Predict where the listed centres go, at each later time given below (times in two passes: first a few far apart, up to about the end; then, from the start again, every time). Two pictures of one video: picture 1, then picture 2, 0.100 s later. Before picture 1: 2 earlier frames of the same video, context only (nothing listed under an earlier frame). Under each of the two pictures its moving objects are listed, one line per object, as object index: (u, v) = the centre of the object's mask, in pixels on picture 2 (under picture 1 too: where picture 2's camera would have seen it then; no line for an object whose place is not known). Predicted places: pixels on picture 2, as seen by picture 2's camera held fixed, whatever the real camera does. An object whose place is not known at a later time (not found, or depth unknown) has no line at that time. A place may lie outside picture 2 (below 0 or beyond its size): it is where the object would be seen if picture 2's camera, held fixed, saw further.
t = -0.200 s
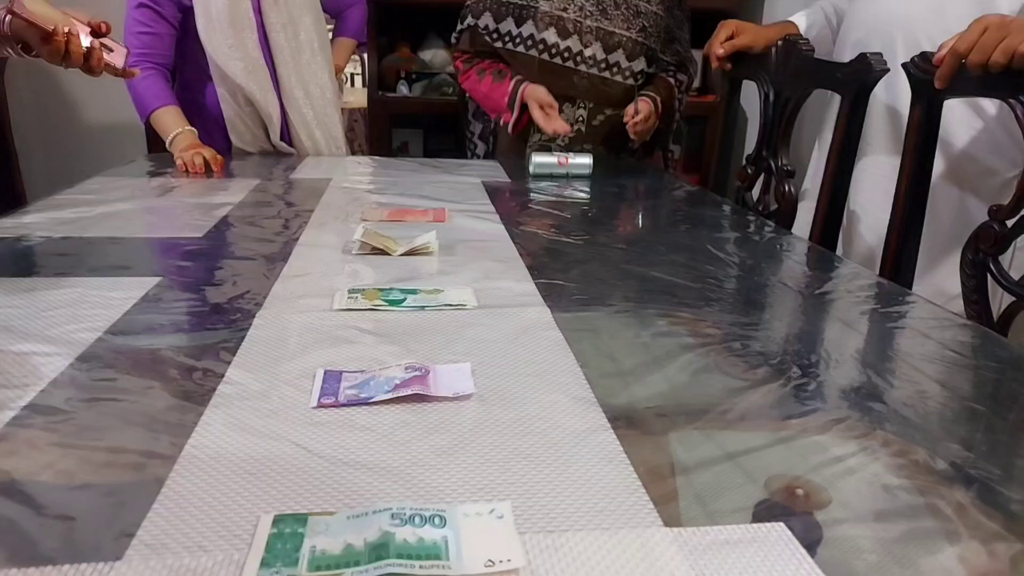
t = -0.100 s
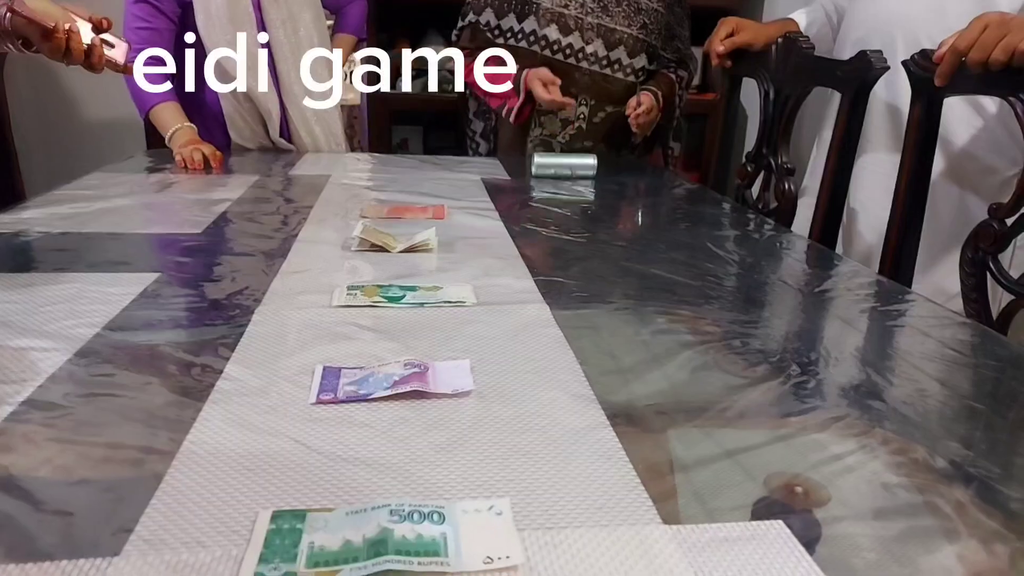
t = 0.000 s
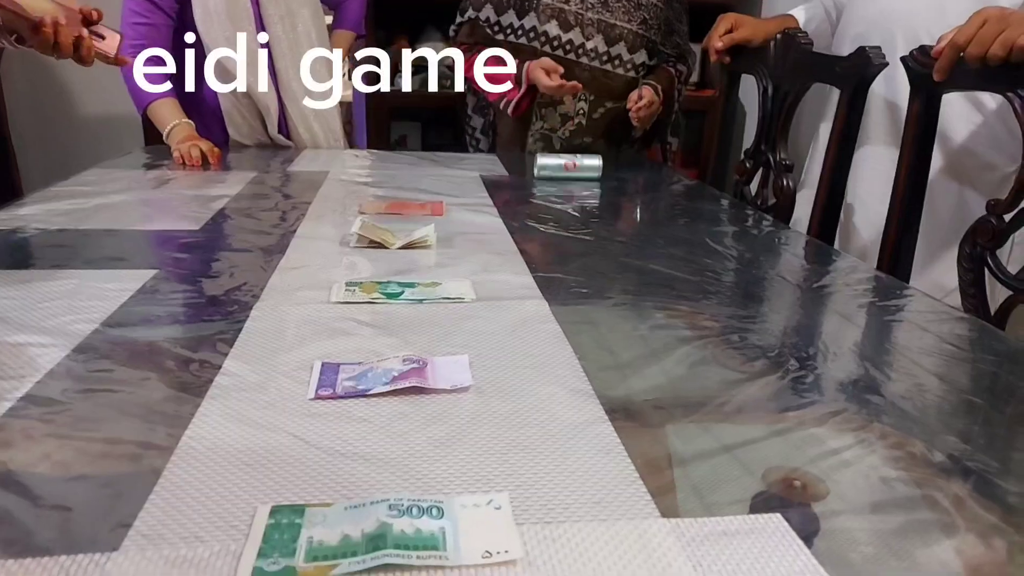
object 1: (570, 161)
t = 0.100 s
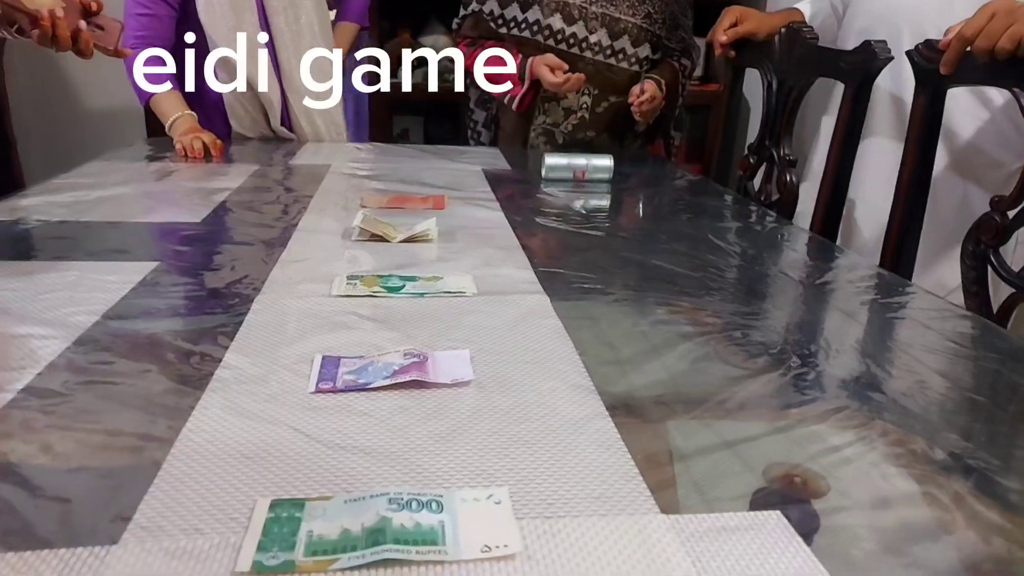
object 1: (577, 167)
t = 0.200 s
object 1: (581, 172)
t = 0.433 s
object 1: (596, 185)
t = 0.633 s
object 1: (609, 197)
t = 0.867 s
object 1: (621, 209)
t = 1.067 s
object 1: (632, 220)
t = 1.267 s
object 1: (643, 230)
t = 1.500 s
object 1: (654, 240)
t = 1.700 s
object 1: (661, 247)
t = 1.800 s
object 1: (663, 250)
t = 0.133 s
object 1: (579, 169)
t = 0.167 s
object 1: (580, 170)
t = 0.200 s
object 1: (581, 172)
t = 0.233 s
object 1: (584, 174)
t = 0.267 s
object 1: (587, 177)
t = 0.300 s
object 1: (589, 178)
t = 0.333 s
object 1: (590, 180)
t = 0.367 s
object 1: (593, 182)
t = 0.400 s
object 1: (595, 184)
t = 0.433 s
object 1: (596, 185)
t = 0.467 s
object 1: (600, 190)
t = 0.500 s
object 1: (602, 191)
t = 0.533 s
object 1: (603, 193)
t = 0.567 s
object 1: (604, 194)
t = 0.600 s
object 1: (606, 195)
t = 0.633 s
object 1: (609, 197)
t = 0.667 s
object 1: (610, 199)
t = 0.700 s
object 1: (613, 202)
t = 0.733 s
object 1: (614, 203)
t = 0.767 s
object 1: (617, 206)
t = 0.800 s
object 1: (618, 206)
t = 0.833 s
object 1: (619, 208)
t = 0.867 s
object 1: (621, 209)
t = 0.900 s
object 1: (624, 213)
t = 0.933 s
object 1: (625, 214)
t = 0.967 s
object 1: (627, 216)
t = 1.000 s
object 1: (630, 217)
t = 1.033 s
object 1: (631, 219)
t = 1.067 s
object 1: (632, 220)
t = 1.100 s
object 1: (633, 221)
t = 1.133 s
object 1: (636, 223)
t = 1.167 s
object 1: (637, 224)
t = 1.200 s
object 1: (641, 228)
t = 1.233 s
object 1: (642, 229)
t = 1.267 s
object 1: (643, 230)
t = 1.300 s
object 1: (645, 231)
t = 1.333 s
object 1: (646, 232)
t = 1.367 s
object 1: (649, 236)
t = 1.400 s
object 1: (650, 237)
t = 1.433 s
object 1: (651, 238)
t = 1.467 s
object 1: (652, 239)
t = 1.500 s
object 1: (654, 240)
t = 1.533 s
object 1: (655, 241)
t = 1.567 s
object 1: (657, 243)
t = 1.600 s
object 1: (659, 245)
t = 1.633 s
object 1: (659, 246)
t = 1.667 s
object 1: (660, 246)
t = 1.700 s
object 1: (661, 247)
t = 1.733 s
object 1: (662, 248)
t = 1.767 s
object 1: (662, 249)
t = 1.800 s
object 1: (663, 250)
